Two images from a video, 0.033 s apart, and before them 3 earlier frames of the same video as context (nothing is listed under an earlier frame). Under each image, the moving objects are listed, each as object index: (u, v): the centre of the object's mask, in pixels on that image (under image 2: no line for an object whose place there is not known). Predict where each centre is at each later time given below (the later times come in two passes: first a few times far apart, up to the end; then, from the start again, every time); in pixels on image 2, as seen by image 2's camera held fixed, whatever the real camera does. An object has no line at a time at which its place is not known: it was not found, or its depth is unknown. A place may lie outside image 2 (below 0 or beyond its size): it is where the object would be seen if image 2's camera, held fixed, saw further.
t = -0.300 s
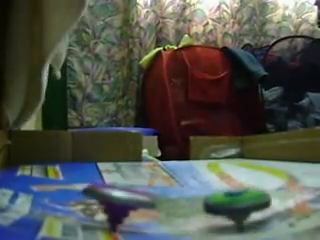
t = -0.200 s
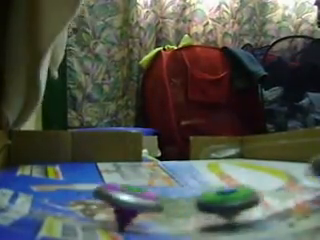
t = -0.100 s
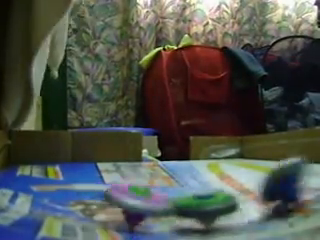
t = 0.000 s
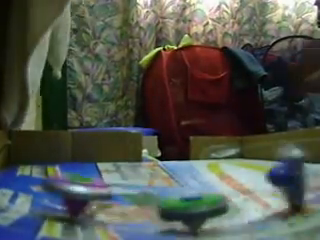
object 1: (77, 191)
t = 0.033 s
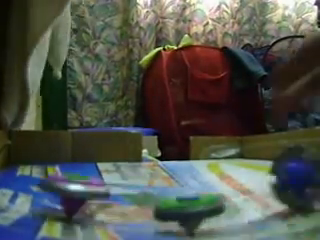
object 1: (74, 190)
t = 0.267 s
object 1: (103, 196)
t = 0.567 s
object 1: (144, 206)
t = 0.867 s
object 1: (115, 199)
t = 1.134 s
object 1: (128, 201)
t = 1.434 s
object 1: (159, 210)
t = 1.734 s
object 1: (191, 211)
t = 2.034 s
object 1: (267, 201)
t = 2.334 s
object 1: (244, 184)
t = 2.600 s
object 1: (269, 197)
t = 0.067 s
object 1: (76, 191)
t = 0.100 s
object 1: (79, 191)
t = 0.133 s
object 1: (81, 191)
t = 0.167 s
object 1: (84, 192)
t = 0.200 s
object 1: (91, 194)
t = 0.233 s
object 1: (97, 195)
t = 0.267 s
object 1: (103, 196)
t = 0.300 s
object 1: (109, 198)
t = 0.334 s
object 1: (114, 200)
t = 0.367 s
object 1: (118, 202)
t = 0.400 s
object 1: (123, 203)
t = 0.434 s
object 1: (127, 203)
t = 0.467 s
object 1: (132, 204)
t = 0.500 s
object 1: (137, 205)
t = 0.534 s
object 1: (141, 205)
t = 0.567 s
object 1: (144, 206)
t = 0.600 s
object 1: (124, 205)
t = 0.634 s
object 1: (109, 204)
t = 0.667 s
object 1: (102, 203)
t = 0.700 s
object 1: (101, 203)
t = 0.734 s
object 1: (104, 201)
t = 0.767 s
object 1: (107, 201)
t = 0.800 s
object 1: (110, 199)
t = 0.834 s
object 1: (112, 200)
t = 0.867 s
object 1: (115, 199)
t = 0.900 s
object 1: (118, 199)
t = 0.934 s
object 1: (120, 200)
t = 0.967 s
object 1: (120, 200)
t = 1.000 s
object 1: (121, 201)
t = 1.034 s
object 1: (121, 201)
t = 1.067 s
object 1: (122, 201)
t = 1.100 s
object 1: (125, 201)
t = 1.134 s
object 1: (128, 201)
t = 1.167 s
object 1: (131, 202)
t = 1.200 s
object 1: (134, 203)
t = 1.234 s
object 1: (137, 204)
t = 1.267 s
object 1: (139, 205)
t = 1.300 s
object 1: (142, 208)
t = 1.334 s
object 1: (143, 208)
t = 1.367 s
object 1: (147, 208)
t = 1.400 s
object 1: (153, 209)
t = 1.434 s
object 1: (159, 210)
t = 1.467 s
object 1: (166, 209)
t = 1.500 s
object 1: (171, 209)
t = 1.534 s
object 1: (174, 208)
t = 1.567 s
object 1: (177, 208)
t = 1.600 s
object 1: (178, 209)
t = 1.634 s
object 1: (177, 209)
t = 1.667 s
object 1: (177, 210)
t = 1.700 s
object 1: (183, 212)
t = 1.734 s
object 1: (191, 211)
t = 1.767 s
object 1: (200, 210)
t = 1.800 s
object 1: (211, 211)
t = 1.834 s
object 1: (229, 211)
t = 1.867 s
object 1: (245, 211)
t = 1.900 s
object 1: (267, 209)
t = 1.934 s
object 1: (279, 207)
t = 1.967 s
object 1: (282, 204)
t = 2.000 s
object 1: (275, 198)
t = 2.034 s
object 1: (267, 201)
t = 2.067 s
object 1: (261, 201)
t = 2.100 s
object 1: (256, 200)
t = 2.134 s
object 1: (253, 200)
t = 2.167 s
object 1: (253, 200)
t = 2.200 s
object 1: (251, 199)
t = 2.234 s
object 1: (246, 198)
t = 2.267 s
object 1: (241, 194)
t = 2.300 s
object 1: (239, 190)
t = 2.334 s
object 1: (244, 184)
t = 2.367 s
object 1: (247, 175)
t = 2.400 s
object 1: (253, 178)
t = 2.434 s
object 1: (255, 177)
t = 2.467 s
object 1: (259, 177)
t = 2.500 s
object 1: (262, 175)
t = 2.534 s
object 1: (266, 178)
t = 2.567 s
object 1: (273, 190)
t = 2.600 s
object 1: (269, 197)
